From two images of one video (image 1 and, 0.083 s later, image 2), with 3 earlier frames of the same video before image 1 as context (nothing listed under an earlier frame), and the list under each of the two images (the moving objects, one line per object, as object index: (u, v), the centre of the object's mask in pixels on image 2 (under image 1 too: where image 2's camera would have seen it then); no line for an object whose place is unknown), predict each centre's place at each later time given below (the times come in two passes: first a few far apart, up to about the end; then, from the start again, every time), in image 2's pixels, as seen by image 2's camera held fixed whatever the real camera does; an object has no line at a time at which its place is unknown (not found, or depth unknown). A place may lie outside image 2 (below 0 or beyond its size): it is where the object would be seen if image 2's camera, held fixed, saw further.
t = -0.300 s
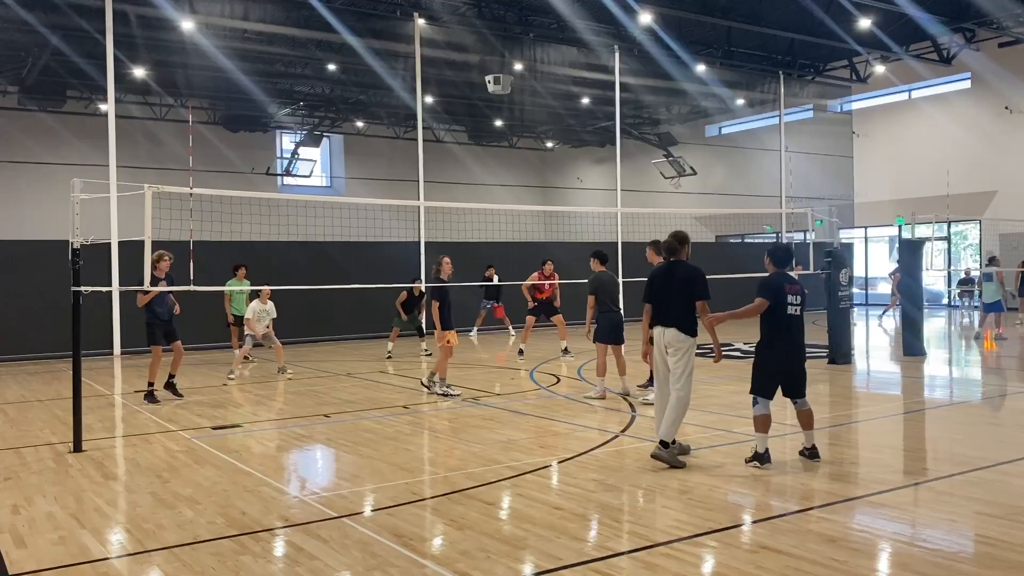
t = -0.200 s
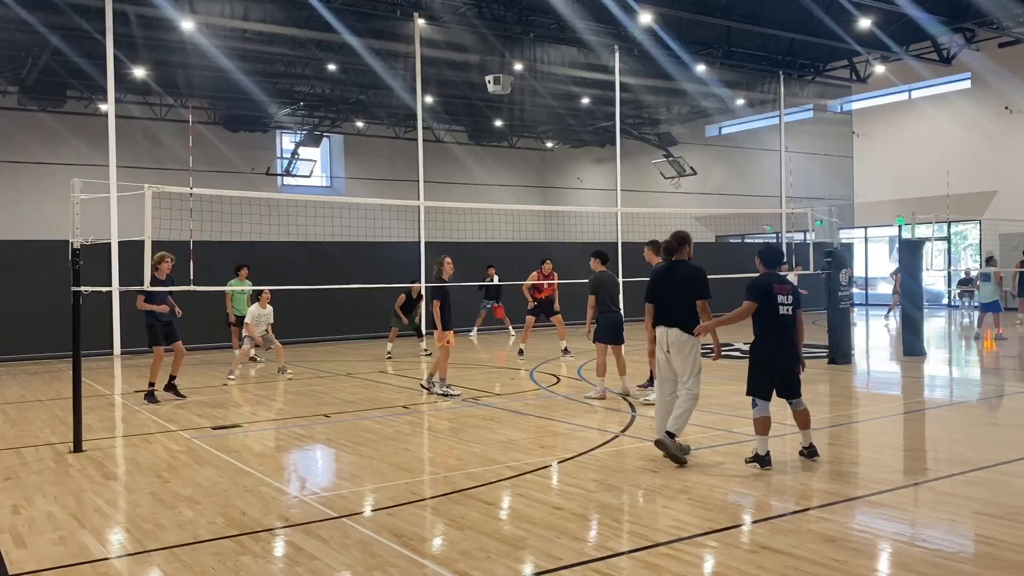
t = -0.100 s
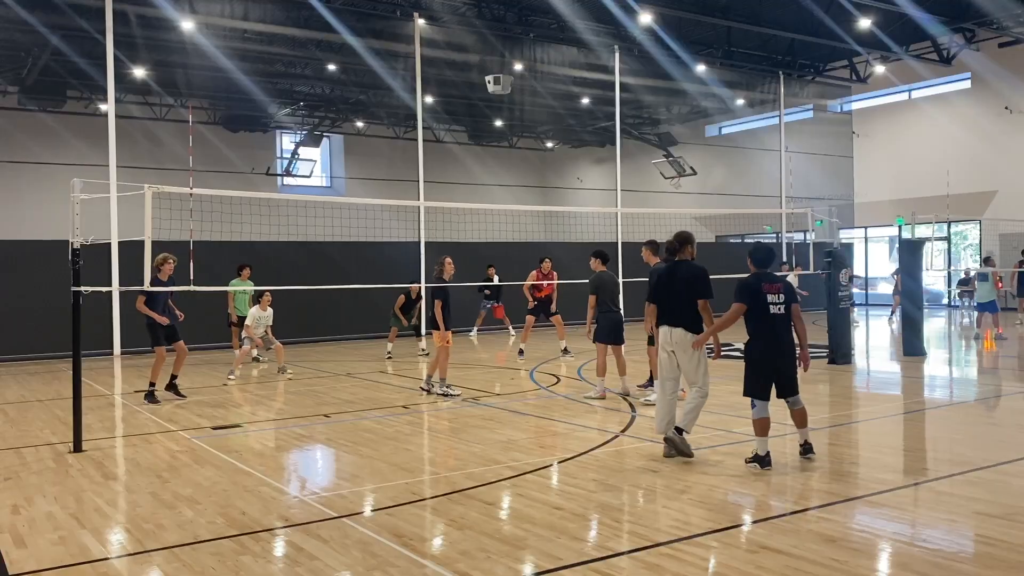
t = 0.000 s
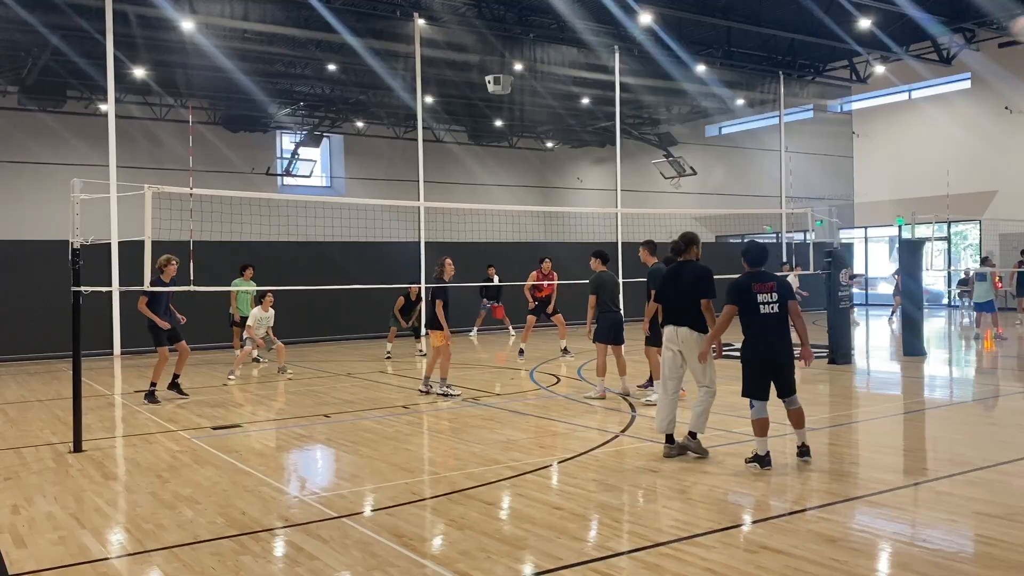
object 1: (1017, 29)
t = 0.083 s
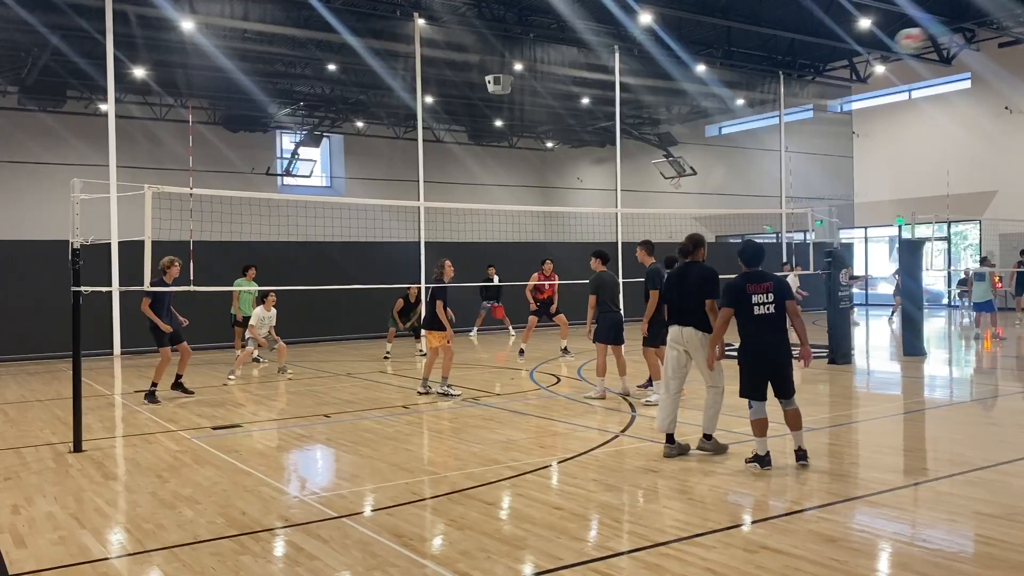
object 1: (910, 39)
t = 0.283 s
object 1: (711, 88)
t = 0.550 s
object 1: (543, 174)
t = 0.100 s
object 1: (891, 43)
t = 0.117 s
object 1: (871, 47)
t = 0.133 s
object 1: (852, 50)
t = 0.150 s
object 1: (834, 54)
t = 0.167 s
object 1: (817, 58)
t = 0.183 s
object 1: (800, 62)
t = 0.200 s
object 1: (784, 66)
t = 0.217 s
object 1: (768, 70)
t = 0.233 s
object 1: (753, 74)
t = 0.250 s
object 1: (739, 79)
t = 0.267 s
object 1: (725, 83)
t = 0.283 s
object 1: (711, 88)
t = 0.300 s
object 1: (698, 93)
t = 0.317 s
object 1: (685, 98)
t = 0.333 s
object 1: (673, 103)
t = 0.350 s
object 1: (661, 108)
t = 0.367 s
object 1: (650, 113)
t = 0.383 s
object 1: (639, 118)
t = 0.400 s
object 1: (629, 123)
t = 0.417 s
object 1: (617, 129)
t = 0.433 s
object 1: (607, 135)
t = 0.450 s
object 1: (597, 140)
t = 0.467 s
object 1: (587, 145)
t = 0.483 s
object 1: (578, 151)
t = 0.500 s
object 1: (569, 157)
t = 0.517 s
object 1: (560, 162)
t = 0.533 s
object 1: (551, 168)
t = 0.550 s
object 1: (543, 174)
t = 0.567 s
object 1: (535, 179)
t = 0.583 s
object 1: (527, 184)
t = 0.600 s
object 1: (519, 190)
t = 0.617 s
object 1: (512, 196)
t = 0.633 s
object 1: (504, 201)
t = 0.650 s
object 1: (497, 208)
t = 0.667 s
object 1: (490, 214)
